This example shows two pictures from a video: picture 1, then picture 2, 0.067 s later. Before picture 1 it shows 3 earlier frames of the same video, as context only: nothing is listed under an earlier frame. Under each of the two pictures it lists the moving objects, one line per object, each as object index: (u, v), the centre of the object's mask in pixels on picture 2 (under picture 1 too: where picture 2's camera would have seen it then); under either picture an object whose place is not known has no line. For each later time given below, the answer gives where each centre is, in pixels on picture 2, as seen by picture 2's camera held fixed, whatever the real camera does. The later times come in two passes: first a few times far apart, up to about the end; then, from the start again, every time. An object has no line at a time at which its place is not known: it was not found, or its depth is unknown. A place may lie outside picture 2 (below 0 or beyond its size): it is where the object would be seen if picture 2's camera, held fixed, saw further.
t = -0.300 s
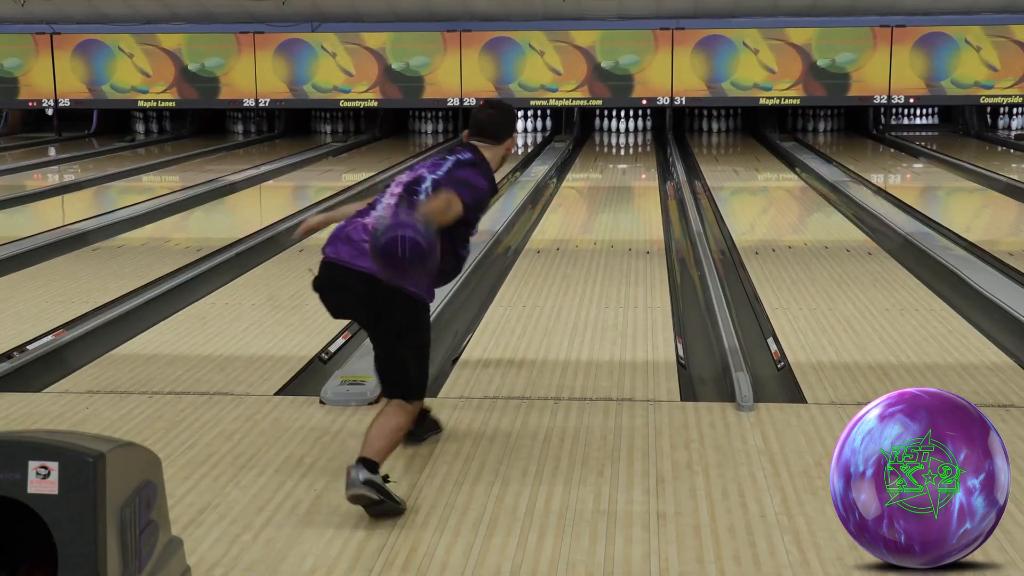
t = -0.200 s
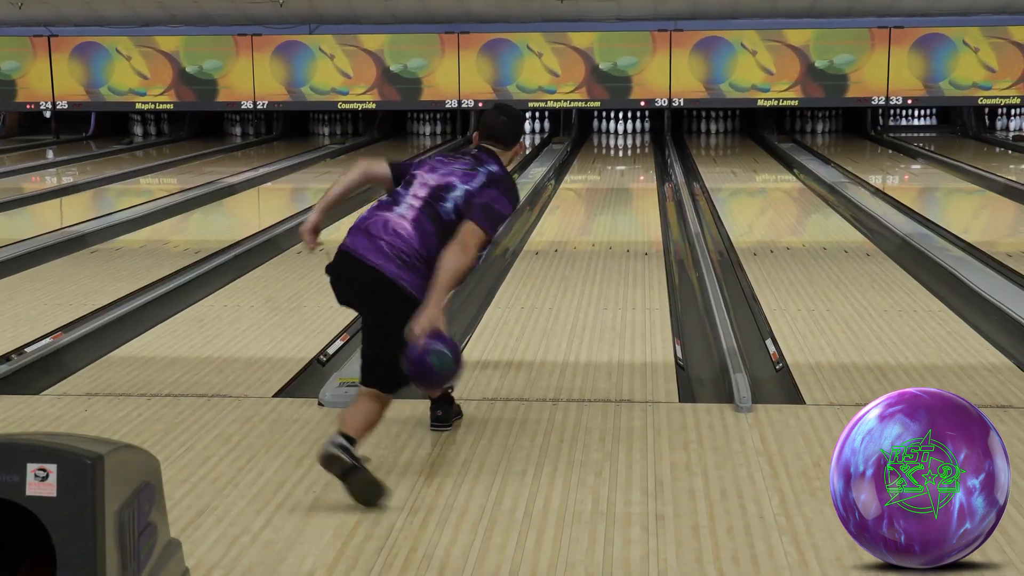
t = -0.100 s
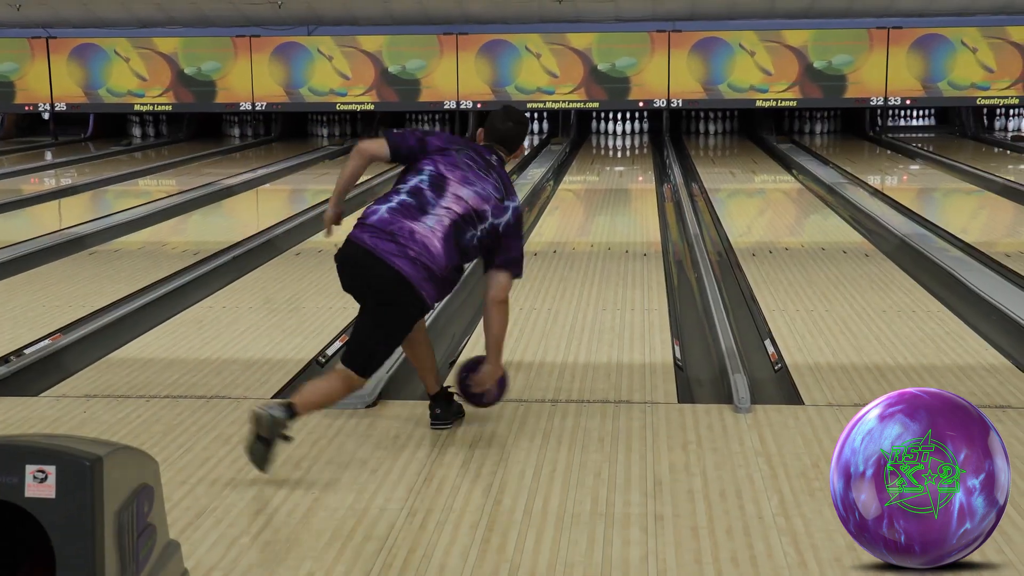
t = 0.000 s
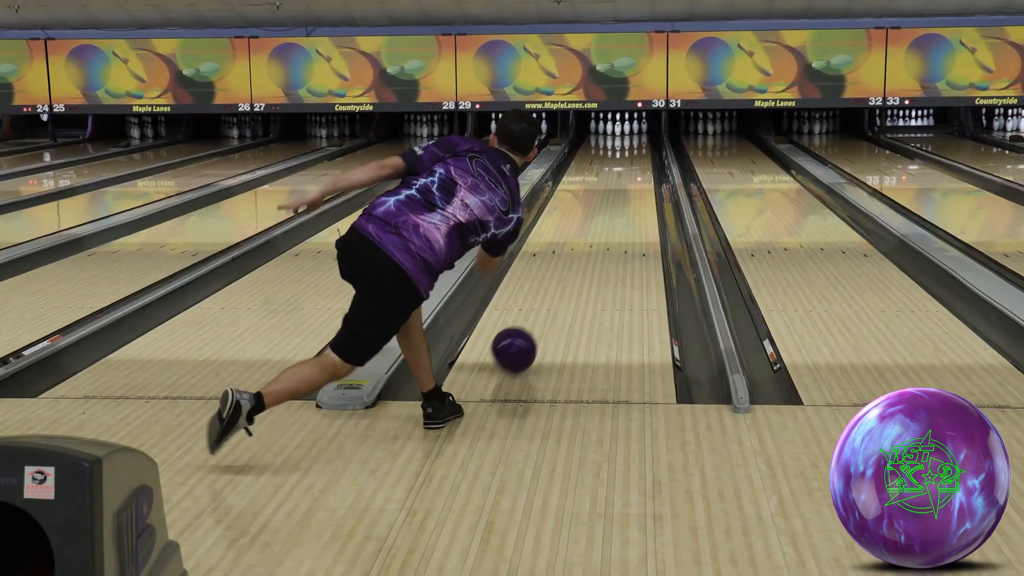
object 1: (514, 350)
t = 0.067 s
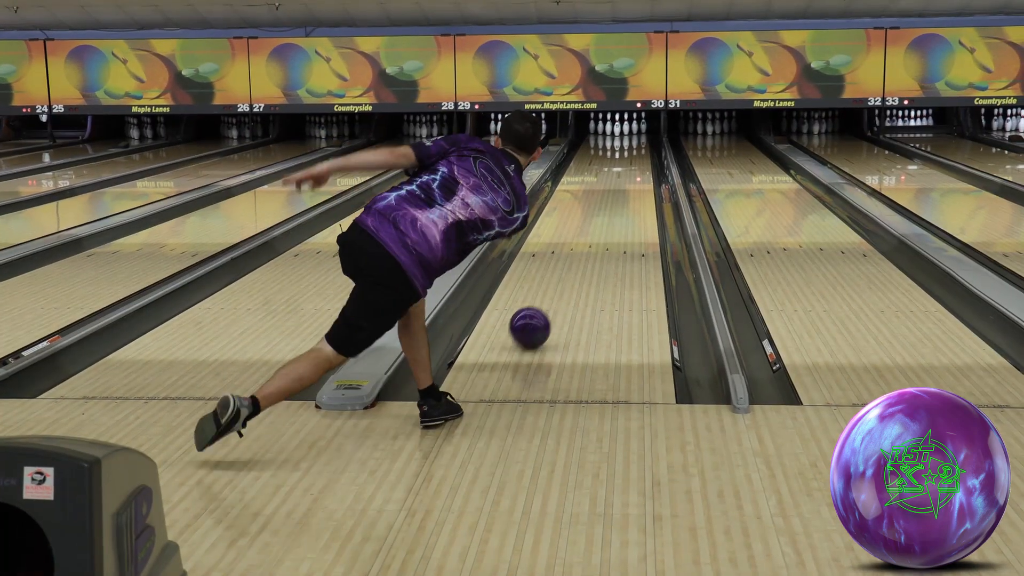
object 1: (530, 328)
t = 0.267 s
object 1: (566, 273)
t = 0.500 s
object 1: (593, 232)
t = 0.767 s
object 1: (614, 201)
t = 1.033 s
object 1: (627, 178)
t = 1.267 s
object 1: (635, 163)
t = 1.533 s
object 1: (640, 149)
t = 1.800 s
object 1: (638, 140)
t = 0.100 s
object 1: (537, 317)
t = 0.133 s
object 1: (544, 307)
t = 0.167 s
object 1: (550, 298)
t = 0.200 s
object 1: (556, 289)
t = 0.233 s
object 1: (561, 281)
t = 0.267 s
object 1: (566, 273)
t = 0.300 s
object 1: (571, 266)
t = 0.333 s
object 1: (575, 260)
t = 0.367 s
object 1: (579, 254)
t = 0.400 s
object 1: (583, 248)
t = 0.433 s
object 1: (587, 242)
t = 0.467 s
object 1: (590, 237)
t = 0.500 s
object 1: (593, 232)
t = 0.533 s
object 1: (596, 228)
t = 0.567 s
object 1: (599, 223)
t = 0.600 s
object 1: (602, 219)
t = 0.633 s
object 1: (605, 215)
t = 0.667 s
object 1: (607, 211)
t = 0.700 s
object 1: (609, 208)
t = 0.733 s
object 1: (612, 204)
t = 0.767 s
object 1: (614, 201)
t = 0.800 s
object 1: (616, 198)
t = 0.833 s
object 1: (618, 194)
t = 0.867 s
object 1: (620, 191)
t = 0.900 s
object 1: (621, 188)
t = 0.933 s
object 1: (623, 185)
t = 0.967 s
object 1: (624, 183)
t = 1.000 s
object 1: (626, 180)
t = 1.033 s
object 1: (627, 178)
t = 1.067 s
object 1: (629, 175)
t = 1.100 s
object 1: (630, 173)
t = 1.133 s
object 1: (632, 171)
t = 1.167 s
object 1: (633, 169)
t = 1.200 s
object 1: (634, 167)
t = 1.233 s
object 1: (635, 165)
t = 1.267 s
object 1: (635, 163)
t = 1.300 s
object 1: (636, 161)
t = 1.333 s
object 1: (637, 159)
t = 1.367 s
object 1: (638, 157)
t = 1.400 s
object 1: (639, 155)
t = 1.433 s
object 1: (639, 154)
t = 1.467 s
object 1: (640, 152)
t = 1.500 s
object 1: (640, 151)
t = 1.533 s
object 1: (640, 149)
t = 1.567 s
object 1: (640, 148)
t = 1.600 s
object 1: (640, 147)
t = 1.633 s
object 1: (640, 145)
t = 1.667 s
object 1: (640, 144)
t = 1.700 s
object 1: (639, 143)
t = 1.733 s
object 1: (639, 142)
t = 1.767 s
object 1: (639, 141)
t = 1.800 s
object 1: (638, 140)
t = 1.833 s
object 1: (637, 139)
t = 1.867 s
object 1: (636, 138)
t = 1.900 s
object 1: (635, 137)
